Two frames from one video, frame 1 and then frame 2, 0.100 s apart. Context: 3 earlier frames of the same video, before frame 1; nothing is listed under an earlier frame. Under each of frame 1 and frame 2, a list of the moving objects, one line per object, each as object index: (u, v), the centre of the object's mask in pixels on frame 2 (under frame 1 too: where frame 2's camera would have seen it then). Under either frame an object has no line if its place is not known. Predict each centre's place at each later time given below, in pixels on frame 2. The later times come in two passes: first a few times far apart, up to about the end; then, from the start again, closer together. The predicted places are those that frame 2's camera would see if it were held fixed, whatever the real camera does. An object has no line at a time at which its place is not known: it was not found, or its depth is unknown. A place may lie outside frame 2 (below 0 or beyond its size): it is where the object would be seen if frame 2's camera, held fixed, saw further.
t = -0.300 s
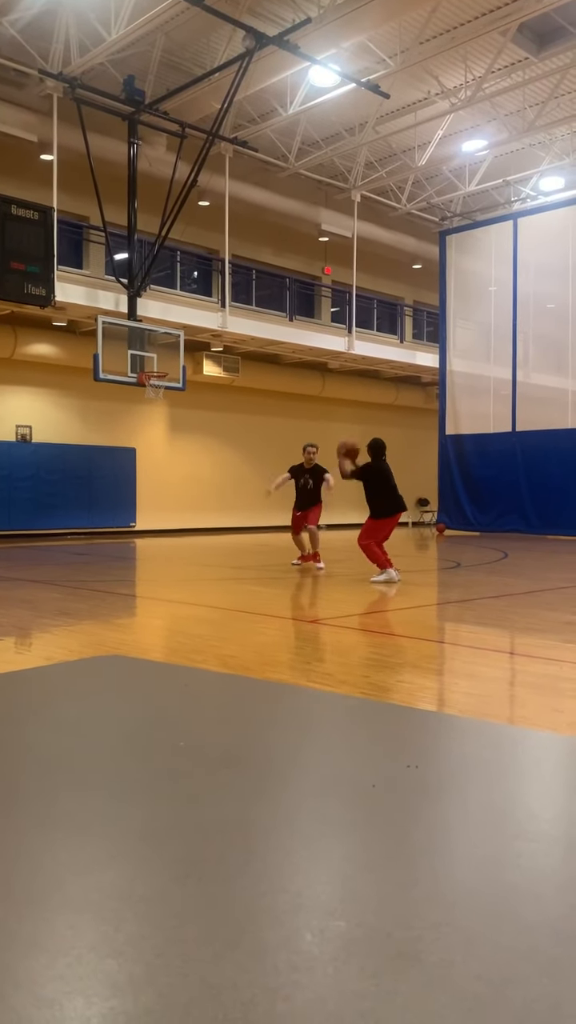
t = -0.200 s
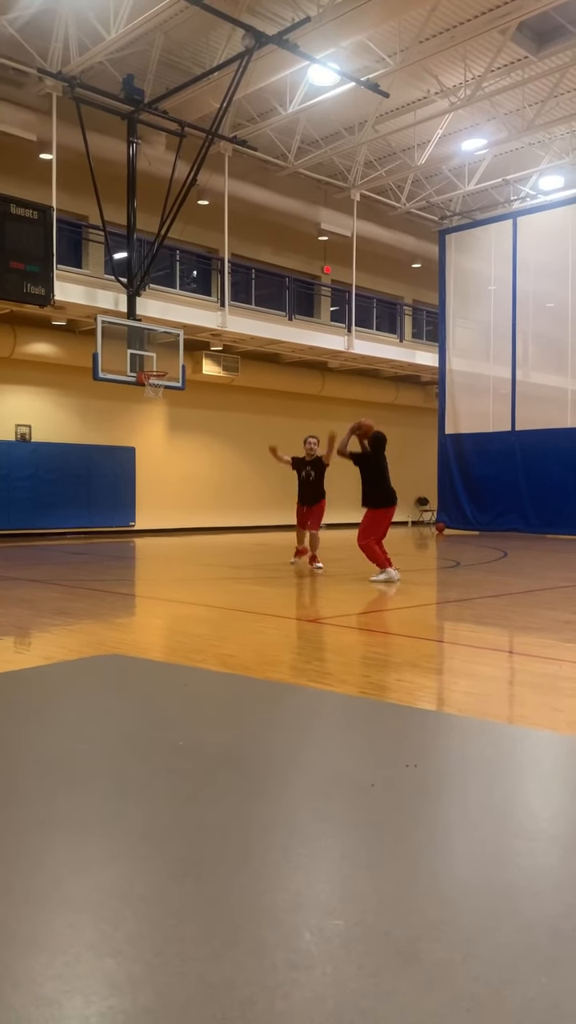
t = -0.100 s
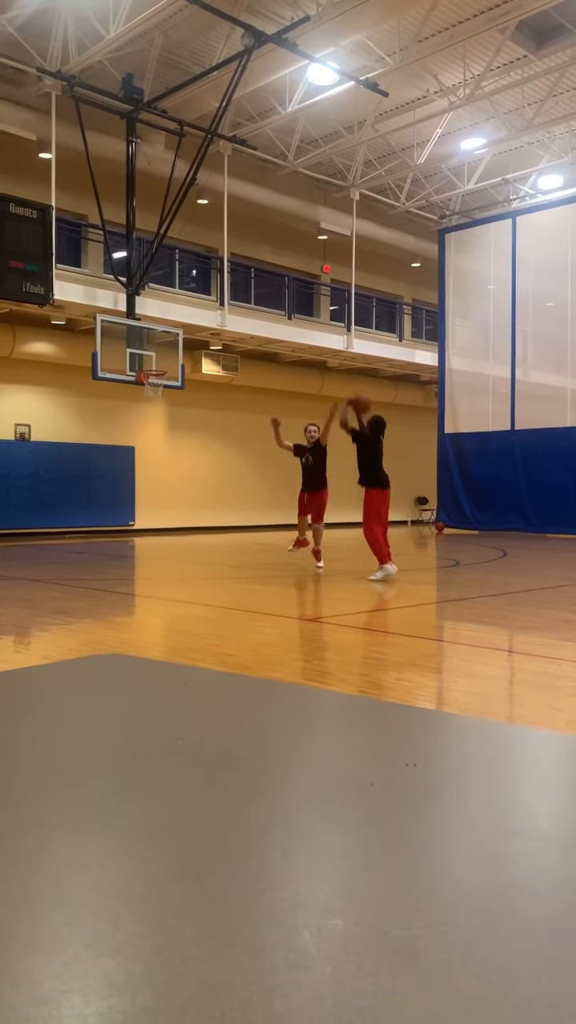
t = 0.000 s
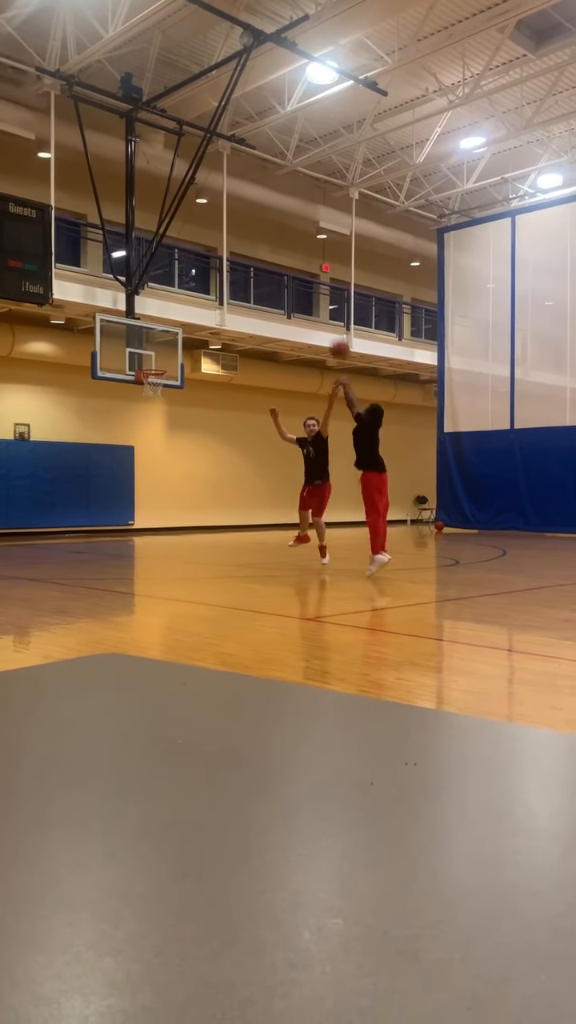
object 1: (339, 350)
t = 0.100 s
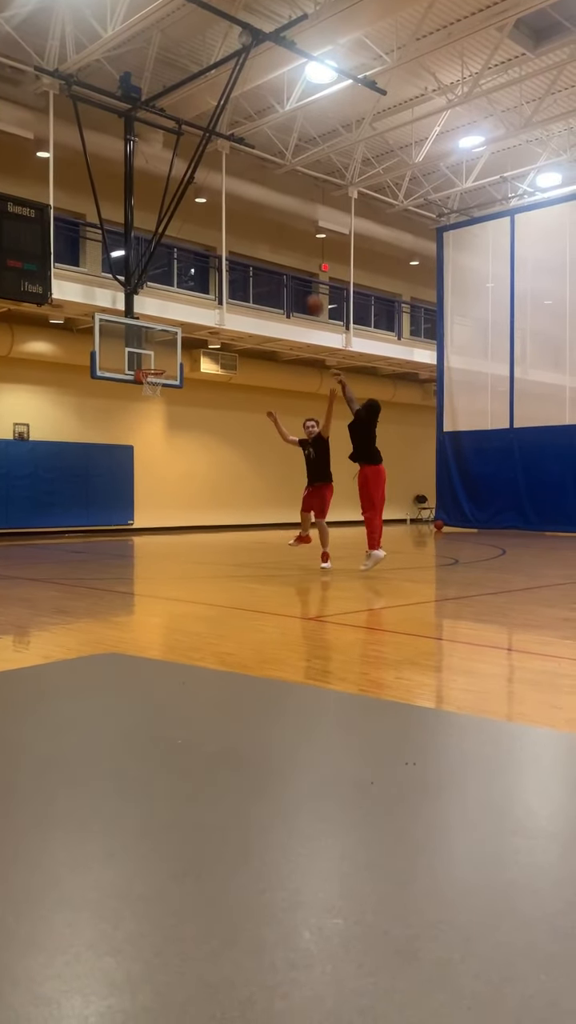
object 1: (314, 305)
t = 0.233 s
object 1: (283, 266)
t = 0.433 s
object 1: (244, 240)
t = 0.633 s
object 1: (211, 243)
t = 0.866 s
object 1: (177, 276)
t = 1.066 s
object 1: (152, 327)
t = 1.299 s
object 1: (150, 352)
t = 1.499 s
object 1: (174, 341)
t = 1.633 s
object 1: (189, 342)
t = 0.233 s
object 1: (283, 266)
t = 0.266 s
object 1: (277, 259)
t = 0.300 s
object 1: (270, 254)
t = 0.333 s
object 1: (263, 249)
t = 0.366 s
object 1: (256, 245)
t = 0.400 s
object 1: (251, 242)
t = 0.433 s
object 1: (244, 240)
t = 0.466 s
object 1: (238, 239)
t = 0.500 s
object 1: (233, 238)
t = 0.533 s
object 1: (227, 238)
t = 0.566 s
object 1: (221, 239)
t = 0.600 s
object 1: (216, 241)
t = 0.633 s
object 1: (211, 243)
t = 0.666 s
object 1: (206, 245)
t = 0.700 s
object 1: (200, 249)
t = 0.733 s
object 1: (196, 253)
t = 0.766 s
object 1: (191, 258)
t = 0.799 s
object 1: (186, 263)
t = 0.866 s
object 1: (177, 276)
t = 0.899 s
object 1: (173, 283)
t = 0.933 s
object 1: (168, 291)
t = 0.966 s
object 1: (164, 299)
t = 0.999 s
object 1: (160, 307)
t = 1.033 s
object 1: (157, 316)
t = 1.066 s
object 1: (152, 327)
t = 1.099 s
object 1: (149, 335)
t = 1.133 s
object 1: (145, 344)
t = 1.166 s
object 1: (141, 356)
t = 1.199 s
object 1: (138, 364)
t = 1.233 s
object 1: (143, 361)
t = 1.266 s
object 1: (146, 356)
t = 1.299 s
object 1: (150, 352)
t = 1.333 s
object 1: (154, 349)
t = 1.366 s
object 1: (158, 346)
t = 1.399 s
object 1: (162, 344)
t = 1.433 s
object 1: (166, 342)
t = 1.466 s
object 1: (169, 342)
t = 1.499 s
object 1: (174, 341)
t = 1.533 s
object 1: (178, 341)
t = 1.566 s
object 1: (182, 341)
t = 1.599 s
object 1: (187, 341)
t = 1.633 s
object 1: (189, 342)
